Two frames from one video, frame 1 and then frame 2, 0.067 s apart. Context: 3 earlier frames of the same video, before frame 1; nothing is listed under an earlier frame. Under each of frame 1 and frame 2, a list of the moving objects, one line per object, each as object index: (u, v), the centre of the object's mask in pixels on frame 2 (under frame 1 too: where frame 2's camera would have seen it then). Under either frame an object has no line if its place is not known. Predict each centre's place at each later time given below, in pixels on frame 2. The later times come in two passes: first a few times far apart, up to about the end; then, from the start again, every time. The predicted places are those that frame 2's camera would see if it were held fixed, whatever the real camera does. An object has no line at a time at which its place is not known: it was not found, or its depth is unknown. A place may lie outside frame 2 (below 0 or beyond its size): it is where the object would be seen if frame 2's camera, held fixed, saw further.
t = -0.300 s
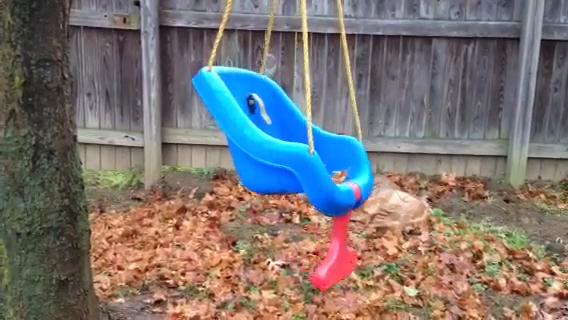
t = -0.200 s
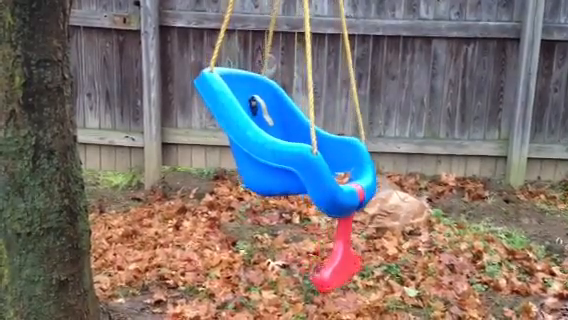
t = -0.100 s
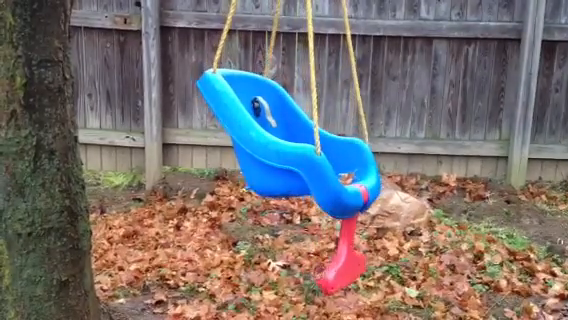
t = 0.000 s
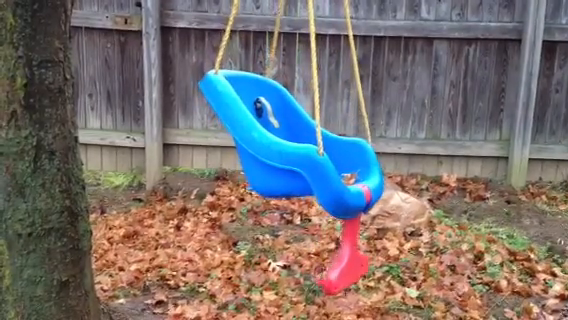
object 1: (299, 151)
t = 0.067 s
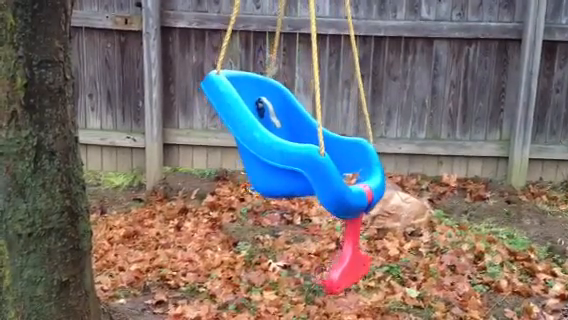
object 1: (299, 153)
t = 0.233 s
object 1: (301, 151)
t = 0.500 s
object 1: (303, 145)
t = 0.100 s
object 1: (301, 150)
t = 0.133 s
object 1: (302, 150)
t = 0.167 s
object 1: (302, 150)
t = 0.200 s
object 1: (302, 151)
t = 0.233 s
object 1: (301, 151)
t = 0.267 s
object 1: (302, 151)
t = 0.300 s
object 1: (302, 151)
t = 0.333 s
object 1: (303, 149)
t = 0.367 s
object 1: (304, 147)
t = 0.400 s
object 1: (304, 146)
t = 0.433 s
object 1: (304, 146)
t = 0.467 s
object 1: (303, 145)
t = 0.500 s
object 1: (303, 145)
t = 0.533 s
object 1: (301, 146)
